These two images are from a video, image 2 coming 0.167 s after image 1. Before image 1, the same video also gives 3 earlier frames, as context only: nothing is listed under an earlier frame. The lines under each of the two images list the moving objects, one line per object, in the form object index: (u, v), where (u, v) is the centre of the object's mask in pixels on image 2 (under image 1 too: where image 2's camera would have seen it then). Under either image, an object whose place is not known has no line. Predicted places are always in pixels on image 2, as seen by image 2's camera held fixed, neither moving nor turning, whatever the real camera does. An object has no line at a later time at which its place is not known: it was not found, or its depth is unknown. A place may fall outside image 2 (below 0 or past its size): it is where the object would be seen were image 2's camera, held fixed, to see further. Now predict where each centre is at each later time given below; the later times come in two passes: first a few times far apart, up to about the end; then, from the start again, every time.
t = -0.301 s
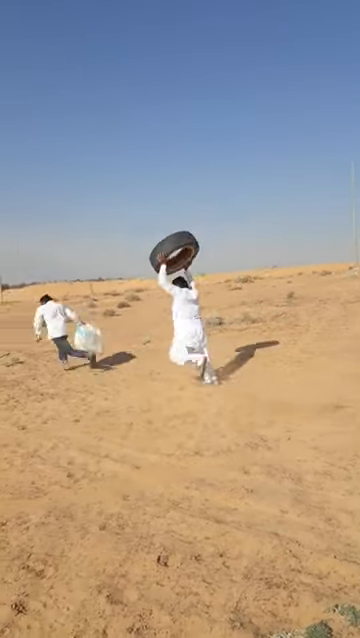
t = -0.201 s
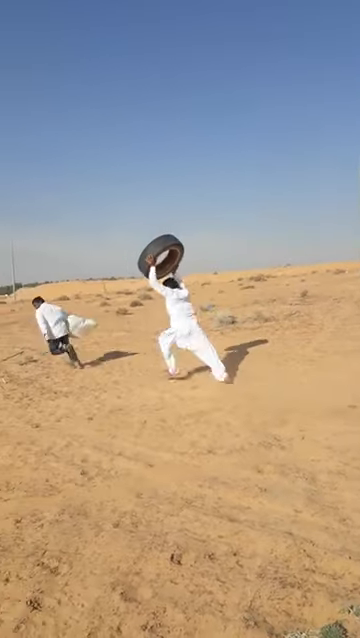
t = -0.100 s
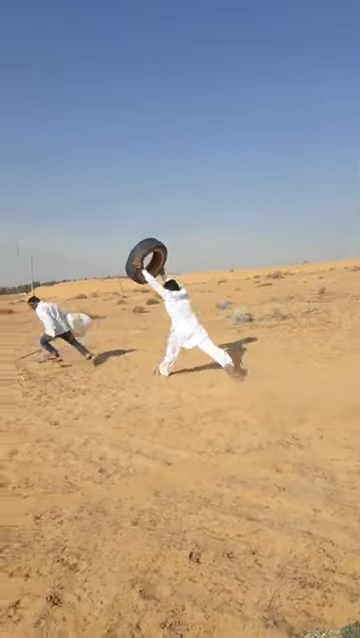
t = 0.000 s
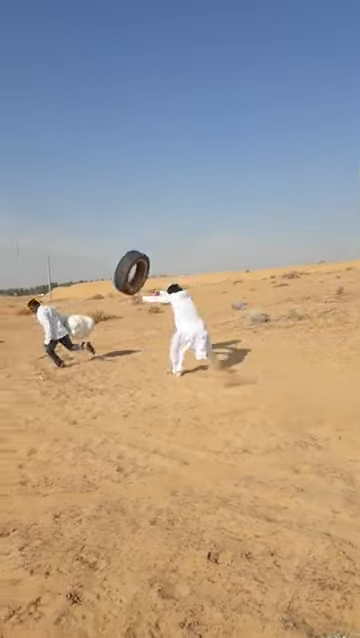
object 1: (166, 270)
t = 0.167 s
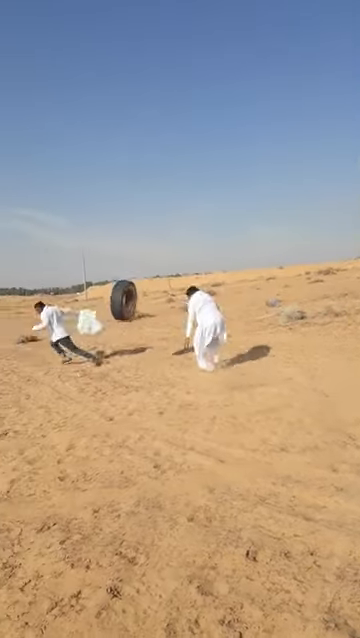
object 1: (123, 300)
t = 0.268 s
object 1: (101, 323)
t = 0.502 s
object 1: (60, 347)
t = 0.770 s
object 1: (29, 351)
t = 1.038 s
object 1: (6, 351)
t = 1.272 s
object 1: (-13, 355)
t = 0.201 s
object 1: (116, 307)
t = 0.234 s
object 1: (108, 315)
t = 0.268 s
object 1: (101, 323)
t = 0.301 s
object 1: (94, 331)
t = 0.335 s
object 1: (88, 339)
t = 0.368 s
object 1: (81, 349)
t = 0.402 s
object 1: (76, 351)
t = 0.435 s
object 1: (70, 349)
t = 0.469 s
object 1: (66, 348)
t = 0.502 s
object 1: (60, 347)
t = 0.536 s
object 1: (56, 346)
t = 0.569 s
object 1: (51, 346)
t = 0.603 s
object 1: (47, 346)
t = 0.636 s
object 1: (43, 348)
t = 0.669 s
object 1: (39, 348)
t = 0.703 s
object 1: (36, 349)
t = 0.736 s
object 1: (32, 350)
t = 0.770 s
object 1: (29, 351)
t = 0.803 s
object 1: (27, 352)
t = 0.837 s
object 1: (24, 351)
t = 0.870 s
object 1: (21, 351)
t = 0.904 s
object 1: (19, 350)
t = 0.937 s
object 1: (18, 349)
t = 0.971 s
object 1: (12, 351)
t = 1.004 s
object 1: (9, 351)
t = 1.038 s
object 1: (6, 351)
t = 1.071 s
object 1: (4, 352)
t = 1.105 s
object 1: (2, 352)
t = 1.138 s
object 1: (-1, 352)
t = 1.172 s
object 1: (-4, 354)
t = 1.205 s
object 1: (-7, 354)
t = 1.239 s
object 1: (-10, 355)
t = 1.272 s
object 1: (-13, 355)
